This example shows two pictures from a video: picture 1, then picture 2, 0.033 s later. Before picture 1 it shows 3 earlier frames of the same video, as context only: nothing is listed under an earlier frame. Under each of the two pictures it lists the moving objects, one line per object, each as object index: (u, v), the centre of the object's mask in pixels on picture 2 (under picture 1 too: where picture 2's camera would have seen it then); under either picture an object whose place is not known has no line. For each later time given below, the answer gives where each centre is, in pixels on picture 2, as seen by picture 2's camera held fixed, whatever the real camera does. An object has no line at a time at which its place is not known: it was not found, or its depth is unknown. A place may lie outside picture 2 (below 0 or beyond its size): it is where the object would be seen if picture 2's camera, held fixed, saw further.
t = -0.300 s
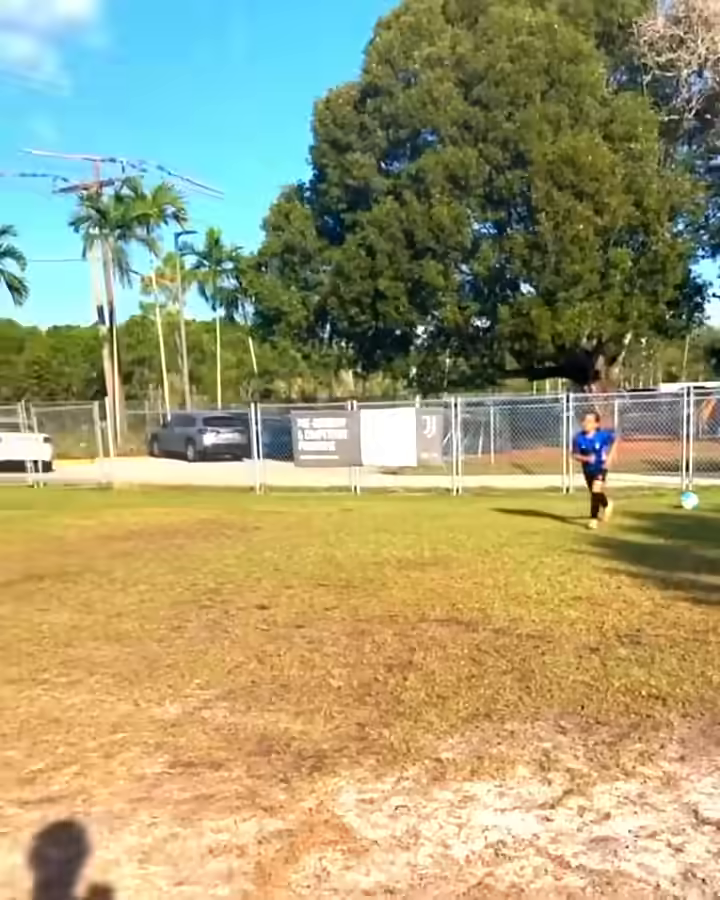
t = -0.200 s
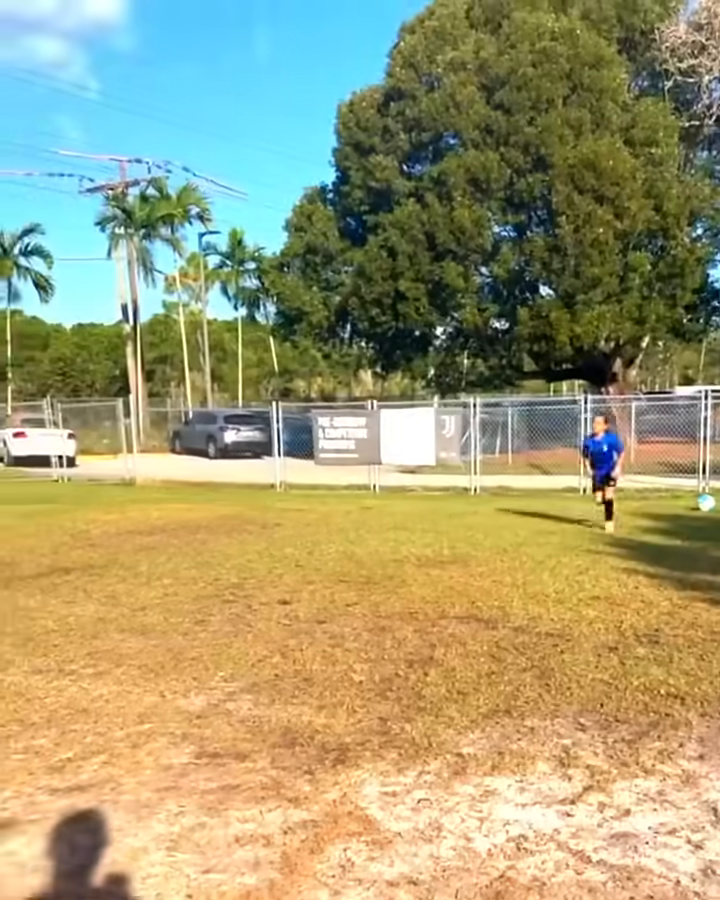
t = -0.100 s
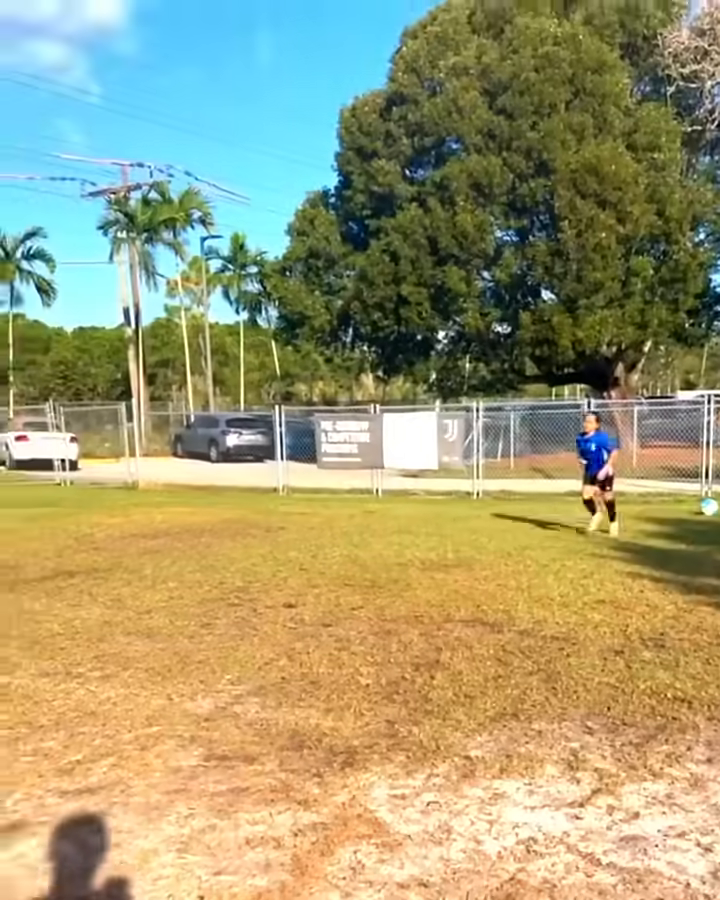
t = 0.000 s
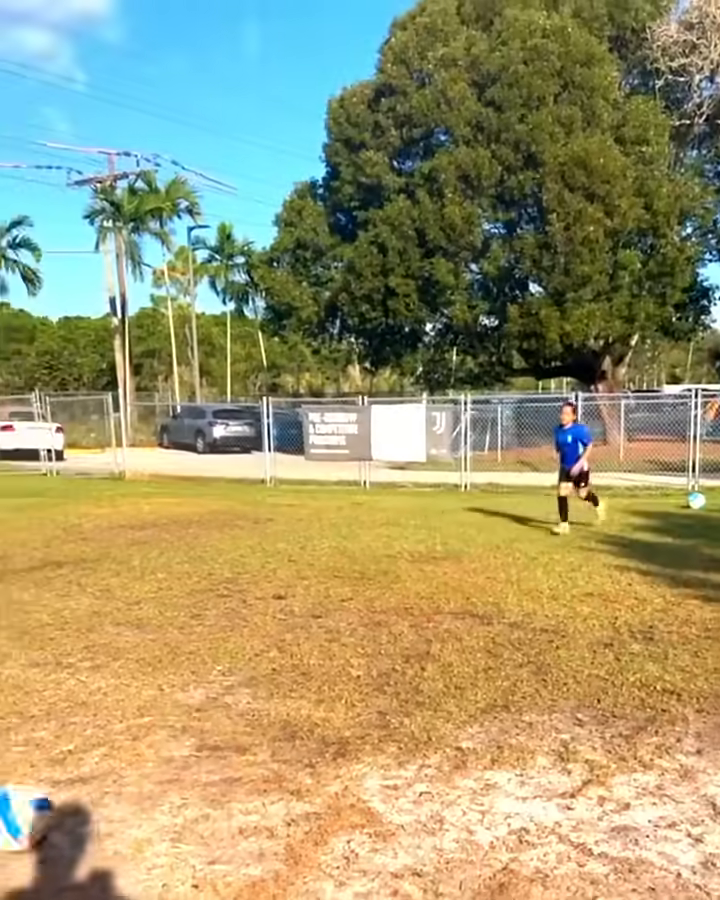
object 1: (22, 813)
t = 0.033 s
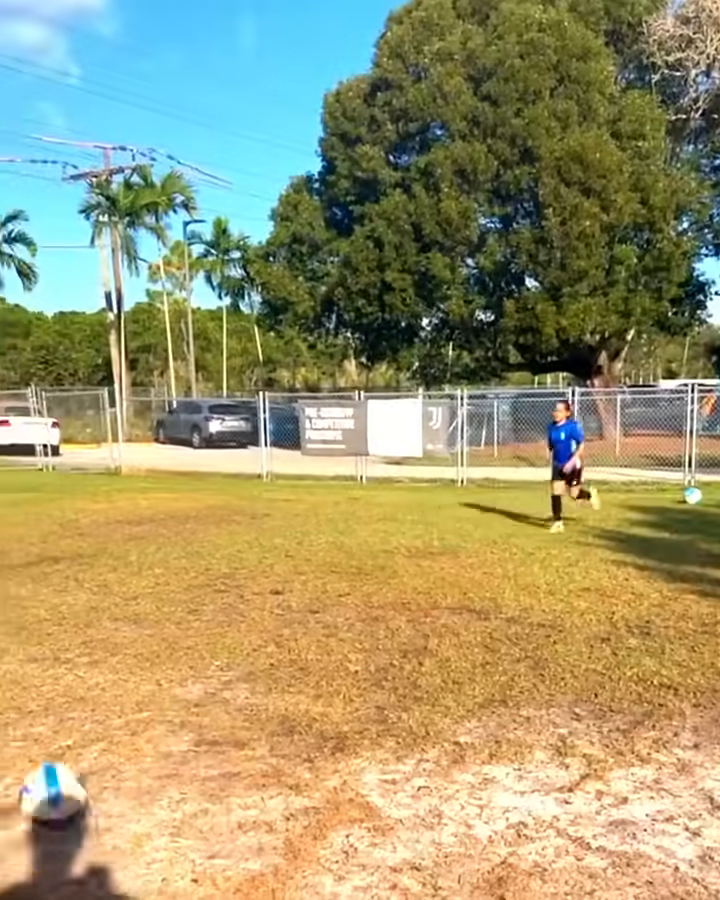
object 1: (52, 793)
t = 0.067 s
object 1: (86, 781)
